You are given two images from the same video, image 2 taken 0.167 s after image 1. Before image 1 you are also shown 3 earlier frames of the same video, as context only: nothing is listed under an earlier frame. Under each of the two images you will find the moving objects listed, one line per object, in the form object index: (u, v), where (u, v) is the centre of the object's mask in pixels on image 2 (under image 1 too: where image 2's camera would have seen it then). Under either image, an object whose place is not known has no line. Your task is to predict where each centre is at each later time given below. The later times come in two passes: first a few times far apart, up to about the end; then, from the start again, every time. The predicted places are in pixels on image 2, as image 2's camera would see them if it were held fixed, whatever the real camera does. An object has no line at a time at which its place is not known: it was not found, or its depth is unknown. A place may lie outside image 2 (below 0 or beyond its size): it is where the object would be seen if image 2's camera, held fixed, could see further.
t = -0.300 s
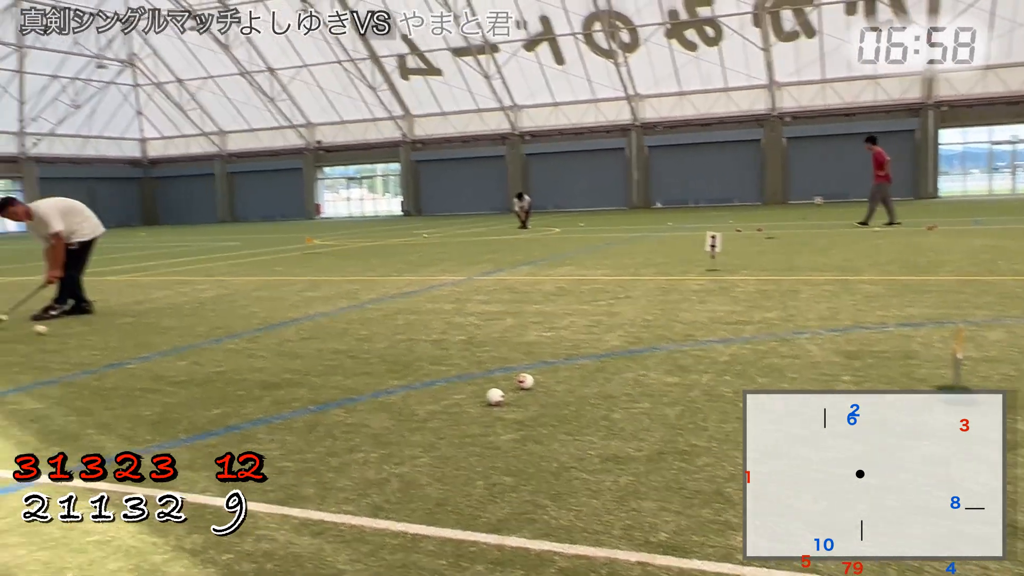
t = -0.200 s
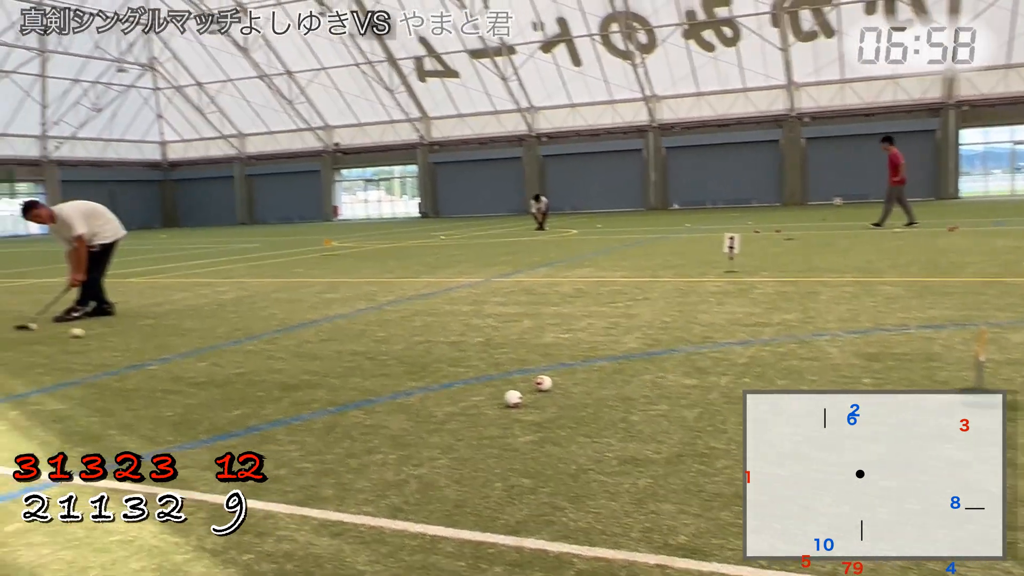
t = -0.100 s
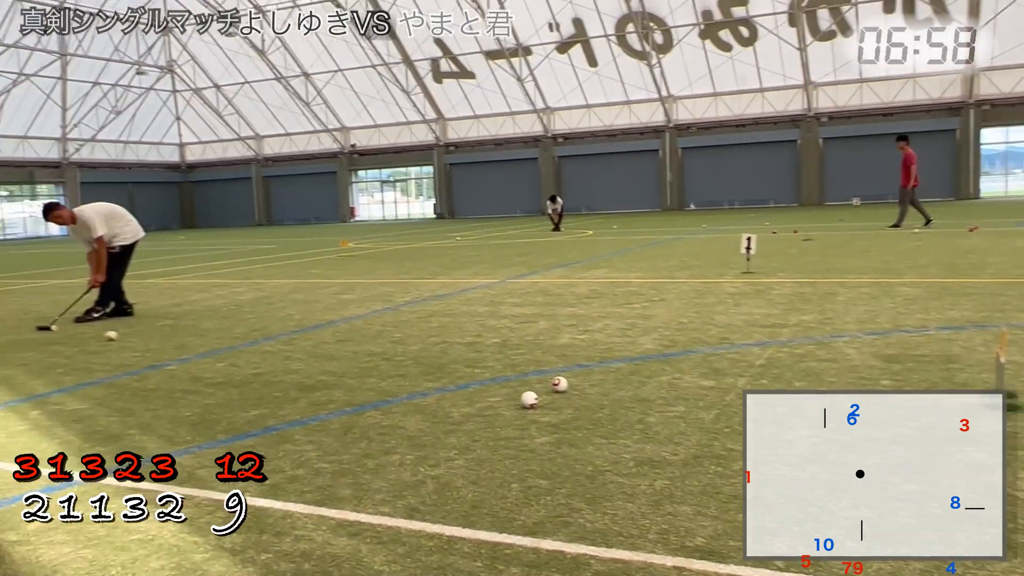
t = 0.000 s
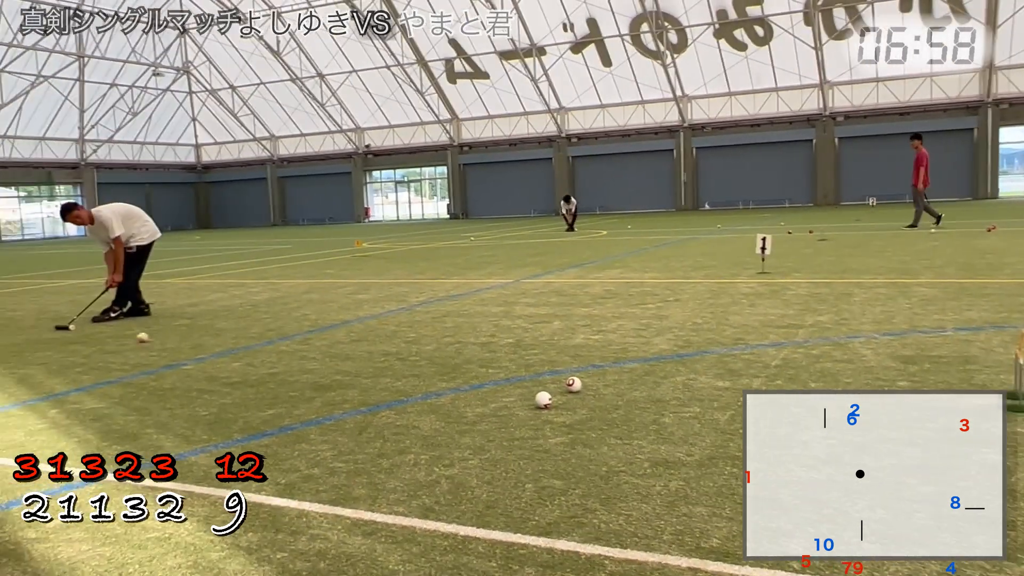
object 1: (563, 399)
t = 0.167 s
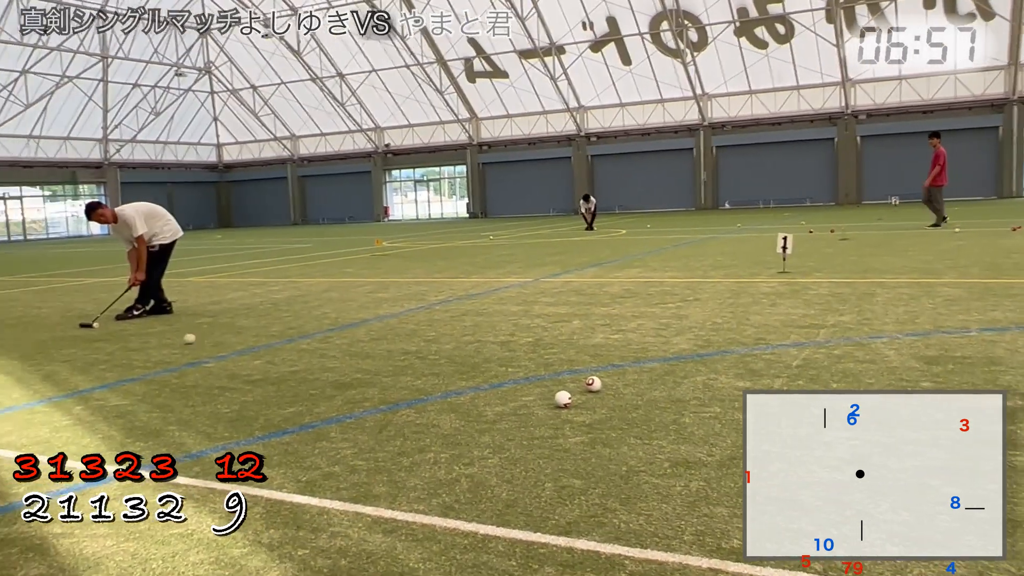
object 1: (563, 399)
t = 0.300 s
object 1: (563, 399)
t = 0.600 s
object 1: (563, 399)
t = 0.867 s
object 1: (563, 399)
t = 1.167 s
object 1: (563, 399)
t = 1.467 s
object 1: (563, 399)
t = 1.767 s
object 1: (563, 399)
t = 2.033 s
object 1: (563, 399)
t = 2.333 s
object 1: (563, 399)
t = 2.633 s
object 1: (572, 406)
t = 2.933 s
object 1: (580, 411)
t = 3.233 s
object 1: (583, 413)
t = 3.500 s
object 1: (581, 414)
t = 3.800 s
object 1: (581, 415)
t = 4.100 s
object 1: (581, 415)
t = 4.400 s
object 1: (581, 414)
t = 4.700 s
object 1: (581, 414)
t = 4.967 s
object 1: (581, 415)
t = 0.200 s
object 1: (563, 399)
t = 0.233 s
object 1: (563, 399)
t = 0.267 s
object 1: (563, 399)
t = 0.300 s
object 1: (563, 399)
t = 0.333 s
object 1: (563, 399)
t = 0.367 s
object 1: (563, 399)
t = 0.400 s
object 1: (563, 399)
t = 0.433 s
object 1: (563, 399)
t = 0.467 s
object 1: (563, 399)
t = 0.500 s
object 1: (563, 399)
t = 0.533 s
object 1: (563, 399)
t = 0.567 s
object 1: (563, 399)
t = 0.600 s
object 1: (563, 399)
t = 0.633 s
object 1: (563, 399)
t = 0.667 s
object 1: (563, 399)
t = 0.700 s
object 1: (563, 399)
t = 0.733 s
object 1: (563, 399)
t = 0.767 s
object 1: (563, 399)
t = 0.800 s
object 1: (563, 399)
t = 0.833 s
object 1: (563, 399)
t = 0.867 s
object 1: (563, 399)
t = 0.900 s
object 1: (563, 399)
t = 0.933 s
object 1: (563, 399)
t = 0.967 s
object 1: (563, 399)
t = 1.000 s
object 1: (563, 399)
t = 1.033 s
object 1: (563, 399)
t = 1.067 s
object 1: (563, 399)
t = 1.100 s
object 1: (563, 399)
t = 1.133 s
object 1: (563, 399)
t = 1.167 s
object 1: (563, 399)
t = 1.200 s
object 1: (563, 399)
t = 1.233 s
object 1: (563, 399)
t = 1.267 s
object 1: (563, 399)
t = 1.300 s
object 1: (563, 399)
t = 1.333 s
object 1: (563, 399)
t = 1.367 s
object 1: (563, 399)
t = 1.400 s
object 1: (563, 399)
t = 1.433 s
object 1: (563, 399)
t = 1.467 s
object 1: (563, 399)
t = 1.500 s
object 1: (563, 399)
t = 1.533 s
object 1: (563, 399)
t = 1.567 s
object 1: (563, 399)
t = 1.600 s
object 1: (563, 399)
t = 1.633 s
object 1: (563, 399)
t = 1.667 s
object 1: (563, 399)
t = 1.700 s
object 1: (563, 399)
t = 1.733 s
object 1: (563, 399)
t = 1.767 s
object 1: (563, 399)
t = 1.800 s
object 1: (563, 399)
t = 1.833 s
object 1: (563, 399)
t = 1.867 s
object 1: (563, 399)
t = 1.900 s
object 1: (563, 399)
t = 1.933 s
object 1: (563, 399)
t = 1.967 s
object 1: (563, 399)
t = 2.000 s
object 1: (563, 399)
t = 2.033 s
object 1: (563, 399)
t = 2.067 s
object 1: (563, 399)
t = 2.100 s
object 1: (563, 399)
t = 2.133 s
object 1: (563, 399)
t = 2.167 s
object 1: (563, 399)
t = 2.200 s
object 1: (563, 399)
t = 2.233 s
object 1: (563, 399)
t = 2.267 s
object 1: (563, 399)
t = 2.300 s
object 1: (563, 399)
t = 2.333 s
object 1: (563, 399)
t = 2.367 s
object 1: (565, 400)
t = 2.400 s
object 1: (566, 401)
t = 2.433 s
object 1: (566, 402)
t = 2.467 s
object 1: (567, 403)
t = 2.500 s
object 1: (569, 404)
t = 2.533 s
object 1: (570, 404)
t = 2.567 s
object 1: (570, 405)
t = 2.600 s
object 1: (571, 405)
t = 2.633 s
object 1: (572, 406)
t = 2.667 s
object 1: (573, 407)
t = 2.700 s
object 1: (574, 408)
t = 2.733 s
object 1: (574, 408)
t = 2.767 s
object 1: (575, 409)
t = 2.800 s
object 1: (577, 409)
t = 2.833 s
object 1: (578, 410)
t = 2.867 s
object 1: (578, 410)
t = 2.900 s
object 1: (579, 410)
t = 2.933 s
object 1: (580, 411)
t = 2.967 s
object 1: (581, 411)
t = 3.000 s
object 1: (581, 412)
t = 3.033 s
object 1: (582, 412)
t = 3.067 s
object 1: (582, 412)
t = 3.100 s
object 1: (583, 413)
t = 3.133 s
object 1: (583, 413)
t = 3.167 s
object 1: (583, 413)
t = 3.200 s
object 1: (583, 413)
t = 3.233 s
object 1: (583, 413)
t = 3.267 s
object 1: (583, 414)
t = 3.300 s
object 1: (583, 414)
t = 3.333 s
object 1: (582, 414)
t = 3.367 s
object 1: (582, 414)
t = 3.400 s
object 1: (582, 414)
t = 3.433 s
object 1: (581, 414)
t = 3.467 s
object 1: (581, 414)
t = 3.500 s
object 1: (581, 414)
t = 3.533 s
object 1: (581, 414)
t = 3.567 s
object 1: (581, 415)
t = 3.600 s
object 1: (581, 414)
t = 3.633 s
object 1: (581, 414)
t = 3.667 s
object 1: (581, 414)
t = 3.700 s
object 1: (581, 414)
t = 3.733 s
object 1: (581, 414)
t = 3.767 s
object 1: (581, 414)
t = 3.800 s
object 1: (581, 415)
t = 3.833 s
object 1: (581, 414)
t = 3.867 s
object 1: (581, 414)
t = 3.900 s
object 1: (581, 415)
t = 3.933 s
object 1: (581, 415)
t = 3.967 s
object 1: (581, 415)
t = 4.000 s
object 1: (581, 415)
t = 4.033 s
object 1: (581, 415)
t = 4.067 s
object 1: (581, 415)
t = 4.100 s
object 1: (581, 415)
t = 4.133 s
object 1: (581, 415)
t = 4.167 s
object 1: (581, 414)
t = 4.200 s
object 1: (581, 414)
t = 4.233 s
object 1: (581, 415)
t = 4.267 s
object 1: (581, 414)
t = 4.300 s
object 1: (581, 415)
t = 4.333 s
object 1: (581, 414)
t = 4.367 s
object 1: (581, 414)
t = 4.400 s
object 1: (581, 414)
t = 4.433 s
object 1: (581, 414)
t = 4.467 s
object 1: (581, 414)
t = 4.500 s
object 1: (581, 414)
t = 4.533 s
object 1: (581, 414)
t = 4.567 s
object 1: (581, 414)
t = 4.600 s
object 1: (581, 414)
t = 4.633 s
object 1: (581, 414)
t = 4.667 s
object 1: (581, 414)
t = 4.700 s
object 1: (581, 414)
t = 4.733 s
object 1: (581, 414)
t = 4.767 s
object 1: (581, 414)
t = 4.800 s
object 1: (581, 414)
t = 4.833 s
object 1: (581, 414)
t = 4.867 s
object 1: (581, 414)
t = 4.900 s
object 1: (581, 414)
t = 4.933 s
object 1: (581, 414)
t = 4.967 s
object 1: (581, 415)
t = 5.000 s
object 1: (581, 414)
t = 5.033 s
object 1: (581, 415)
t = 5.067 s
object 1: (581, 415)
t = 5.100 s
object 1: (581, 415)
